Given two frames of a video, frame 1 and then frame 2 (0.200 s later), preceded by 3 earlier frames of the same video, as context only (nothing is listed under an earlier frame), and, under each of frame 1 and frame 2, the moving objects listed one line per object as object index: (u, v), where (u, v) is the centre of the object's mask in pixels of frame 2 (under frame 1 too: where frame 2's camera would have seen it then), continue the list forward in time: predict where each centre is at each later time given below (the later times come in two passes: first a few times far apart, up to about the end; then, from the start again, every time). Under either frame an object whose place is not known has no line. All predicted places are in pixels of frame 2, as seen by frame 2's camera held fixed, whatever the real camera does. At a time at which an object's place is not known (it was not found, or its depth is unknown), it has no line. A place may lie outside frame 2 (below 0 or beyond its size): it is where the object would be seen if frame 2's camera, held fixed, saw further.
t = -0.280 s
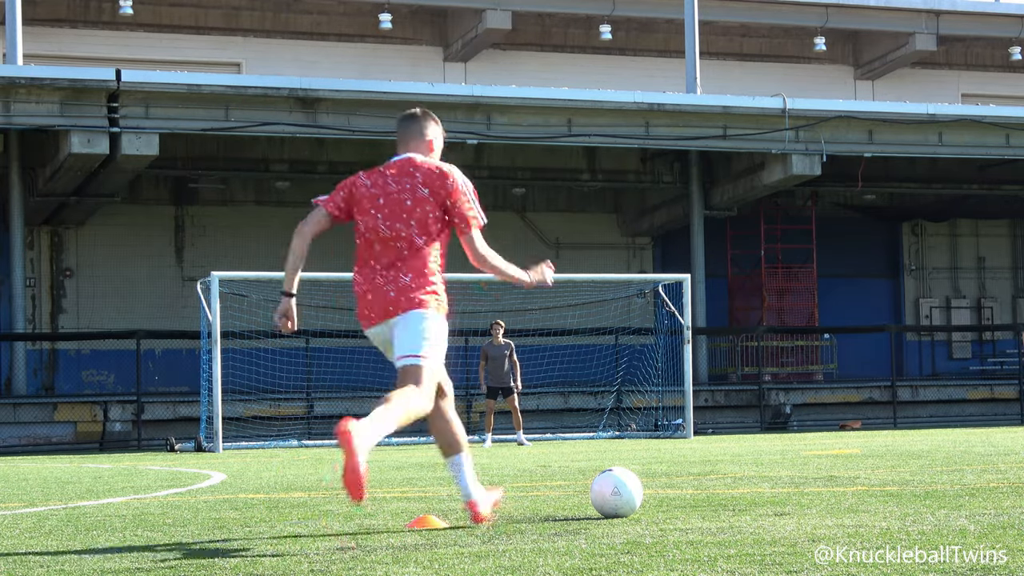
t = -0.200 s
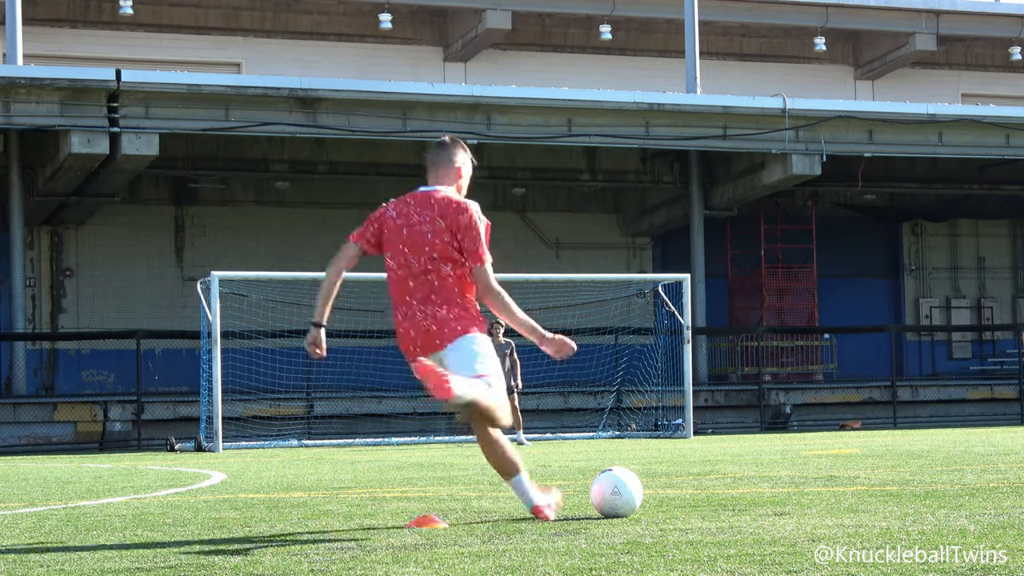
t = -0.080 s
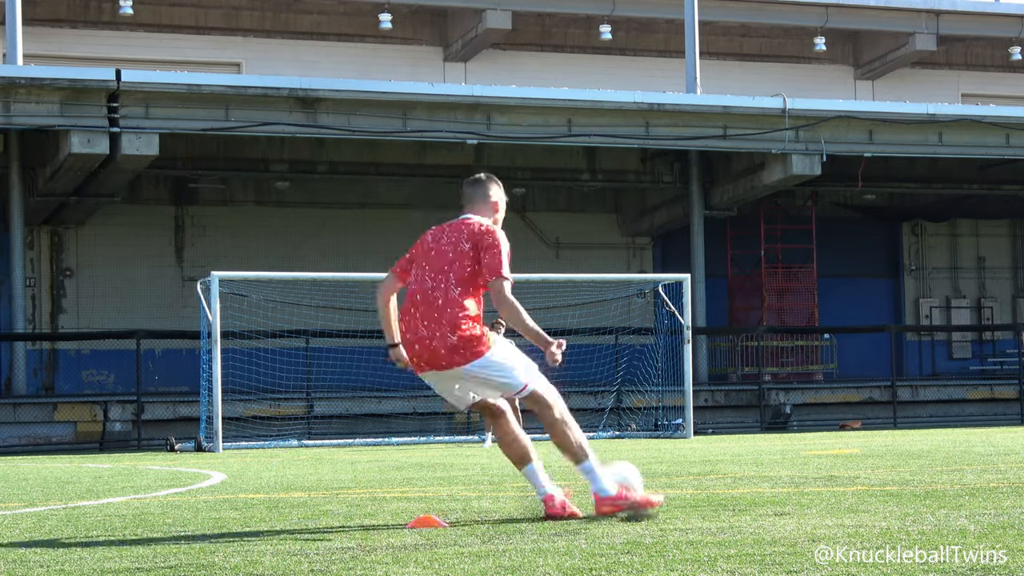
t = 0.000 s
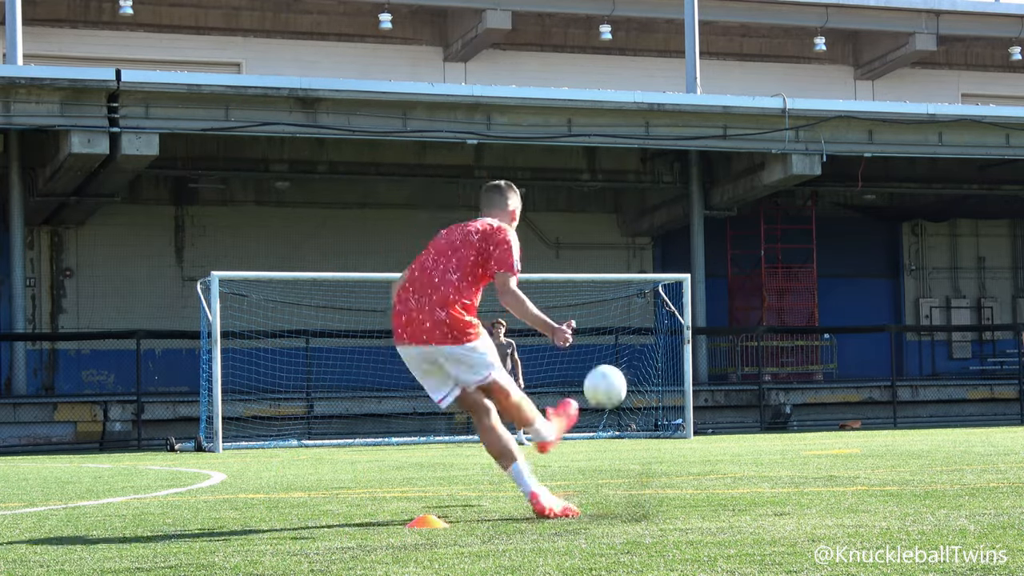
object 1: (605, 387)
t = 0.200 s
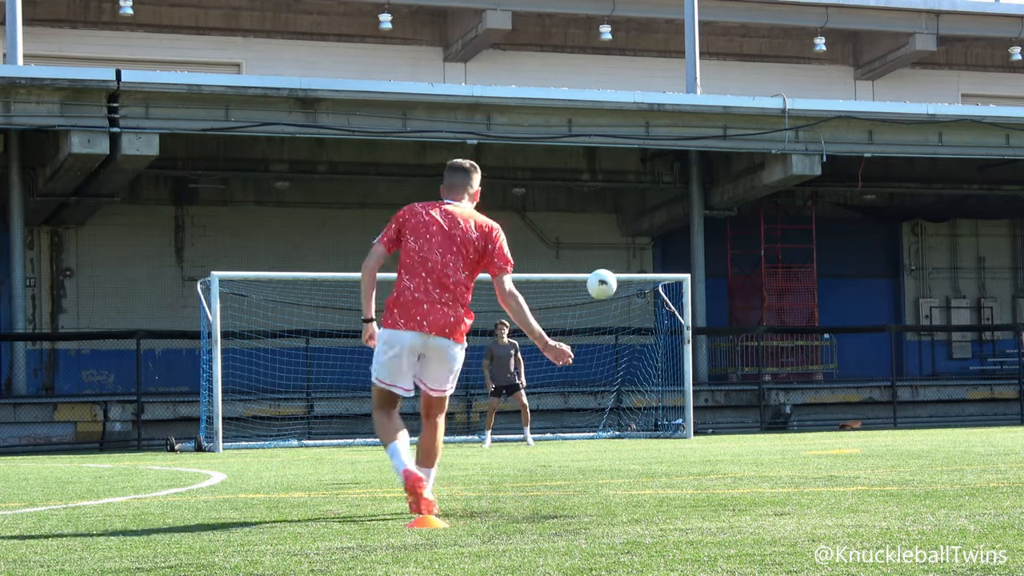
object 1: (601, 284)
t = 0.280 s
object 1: (605, 269)
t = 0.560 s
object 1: (615, 293)
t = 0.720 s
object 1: (621, 334)
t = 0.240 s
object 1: (603, 275)
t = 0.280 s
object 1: (605, 269)
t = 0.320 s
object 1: (608, 267)
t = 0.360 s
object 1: (610, 266)
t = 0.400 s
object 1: (612, 268)
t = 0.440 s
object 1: (613, 271)
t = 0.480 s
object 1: (614, 277)
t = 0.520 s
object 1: (615, 285)
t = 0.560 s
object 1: (615, 293)
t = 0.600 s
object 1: (616, 302)
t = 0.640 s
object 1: (618, 312)
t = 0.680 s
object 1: (620, 322)
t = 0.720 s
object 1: (621, 334)
